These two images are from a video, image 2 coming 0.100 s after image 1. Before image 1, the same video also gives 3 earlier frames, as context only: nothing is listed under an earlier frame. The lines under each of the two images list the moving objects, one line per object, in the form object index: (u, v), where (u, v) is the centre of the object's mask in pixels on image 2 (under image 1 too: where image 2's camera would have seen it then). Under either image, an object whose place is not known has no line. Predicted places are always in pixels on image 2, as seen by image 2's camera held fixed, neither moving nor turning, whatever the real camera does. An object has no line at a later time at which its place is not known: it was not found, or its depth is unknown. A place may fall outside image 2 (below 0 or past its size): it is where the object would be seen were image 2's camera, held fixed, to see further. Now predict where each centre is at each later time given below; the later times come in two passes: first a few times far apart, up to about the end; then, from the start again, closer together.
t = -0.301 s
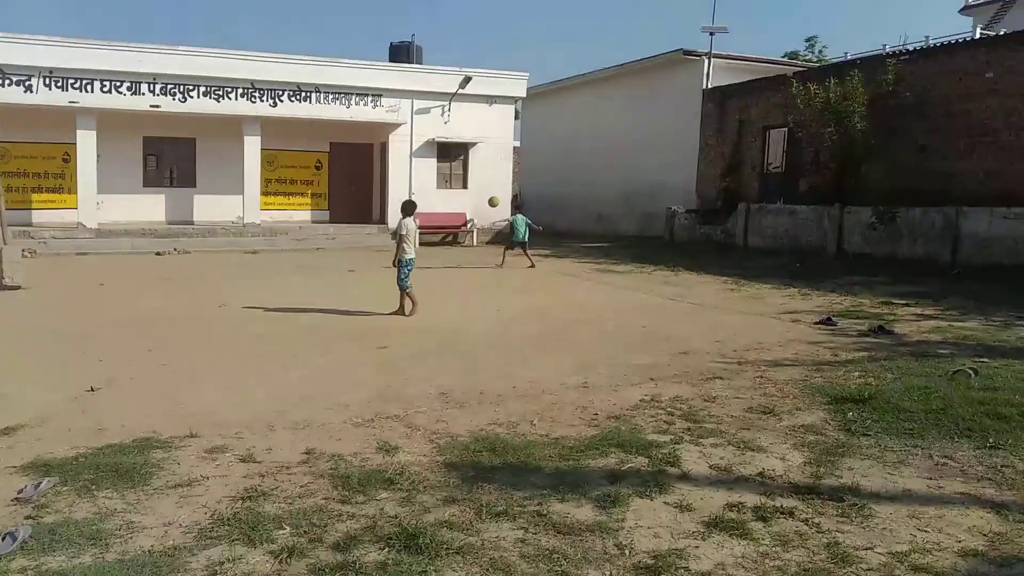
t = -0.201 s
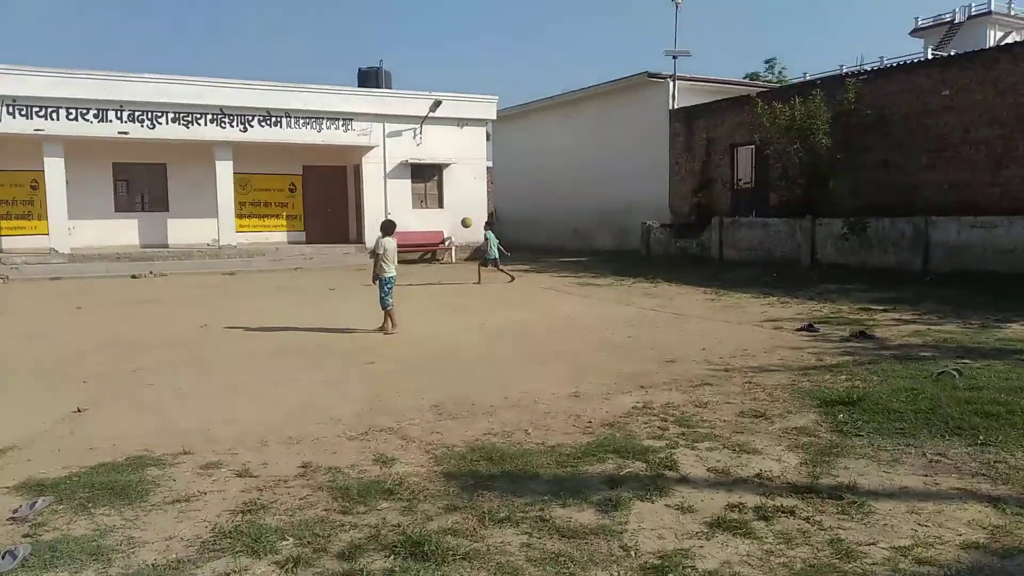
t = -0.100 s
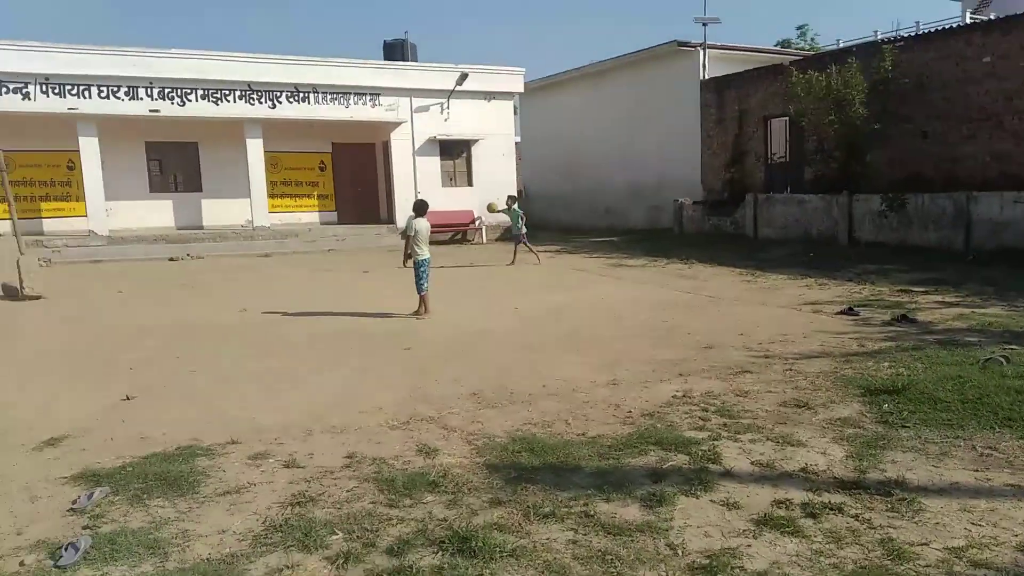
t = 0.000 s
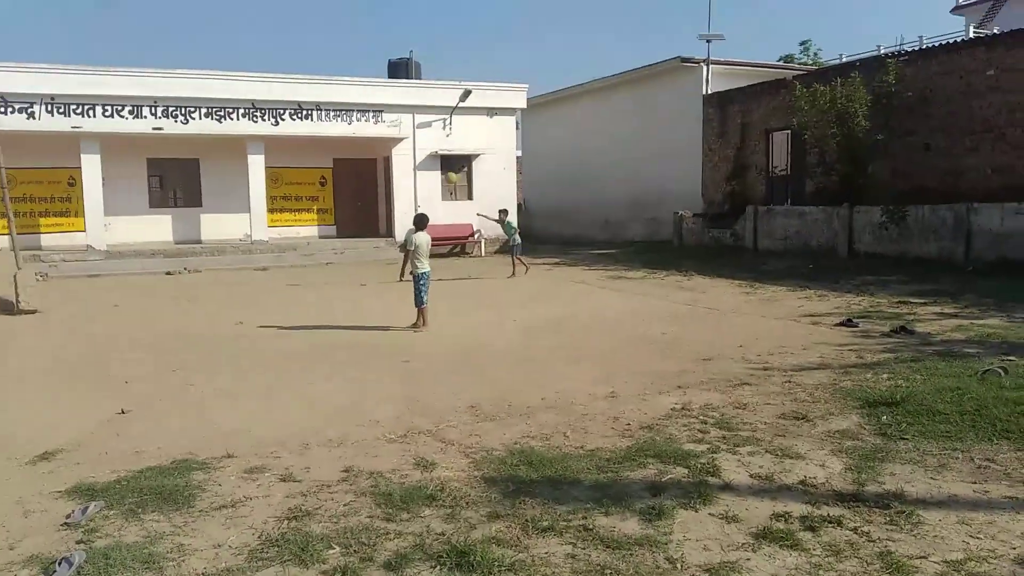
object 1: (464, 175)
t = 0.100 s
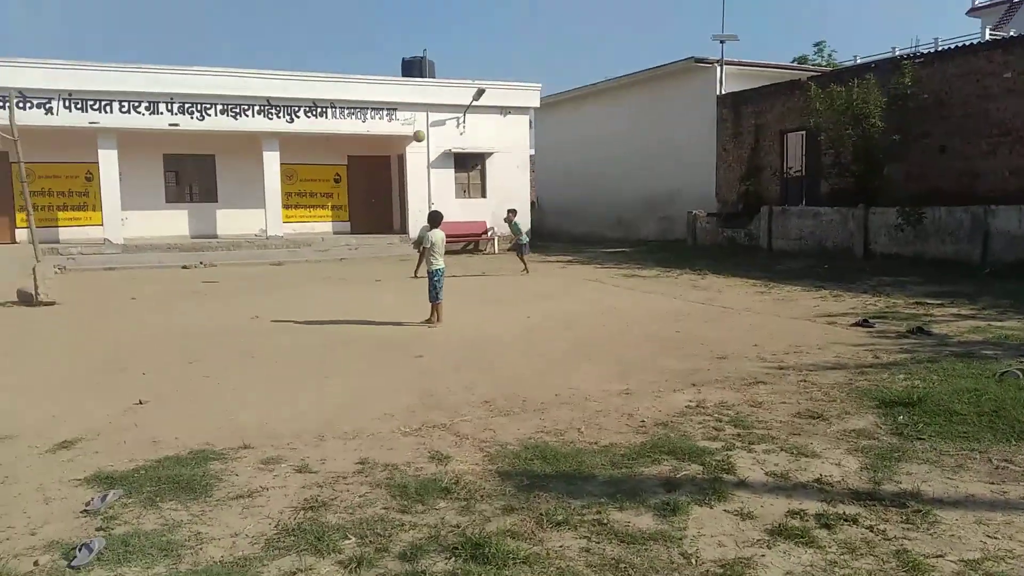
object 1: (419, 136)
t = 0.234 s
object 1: (350, 87)
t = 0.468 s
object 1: (218, 17)
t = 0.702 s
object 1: (71, -23)
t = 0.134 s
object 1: (402, 121)
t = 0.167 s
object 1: (387, 110)
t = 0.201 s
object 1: (369, 97)
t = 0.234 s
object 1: (350, 87)
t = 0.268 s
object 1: (332, 74)
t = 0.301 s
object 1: (315, 59)
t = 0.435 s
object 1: (238, 21)
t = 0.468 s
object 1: (218, 17)
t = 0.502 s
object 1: (197, 6)
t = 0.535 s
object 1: (178, -2)
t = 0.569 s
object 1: (158, -7)
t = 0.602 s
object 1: (137, -12)
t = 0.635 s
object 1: (114, -17)
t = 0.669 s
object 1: (93, -20)
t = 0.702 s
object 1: (71, -23)
